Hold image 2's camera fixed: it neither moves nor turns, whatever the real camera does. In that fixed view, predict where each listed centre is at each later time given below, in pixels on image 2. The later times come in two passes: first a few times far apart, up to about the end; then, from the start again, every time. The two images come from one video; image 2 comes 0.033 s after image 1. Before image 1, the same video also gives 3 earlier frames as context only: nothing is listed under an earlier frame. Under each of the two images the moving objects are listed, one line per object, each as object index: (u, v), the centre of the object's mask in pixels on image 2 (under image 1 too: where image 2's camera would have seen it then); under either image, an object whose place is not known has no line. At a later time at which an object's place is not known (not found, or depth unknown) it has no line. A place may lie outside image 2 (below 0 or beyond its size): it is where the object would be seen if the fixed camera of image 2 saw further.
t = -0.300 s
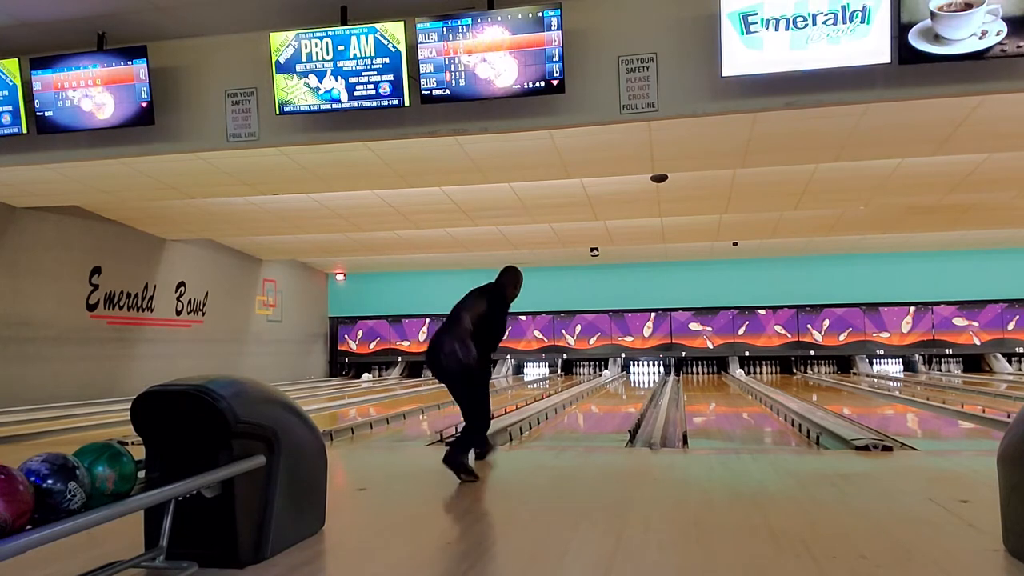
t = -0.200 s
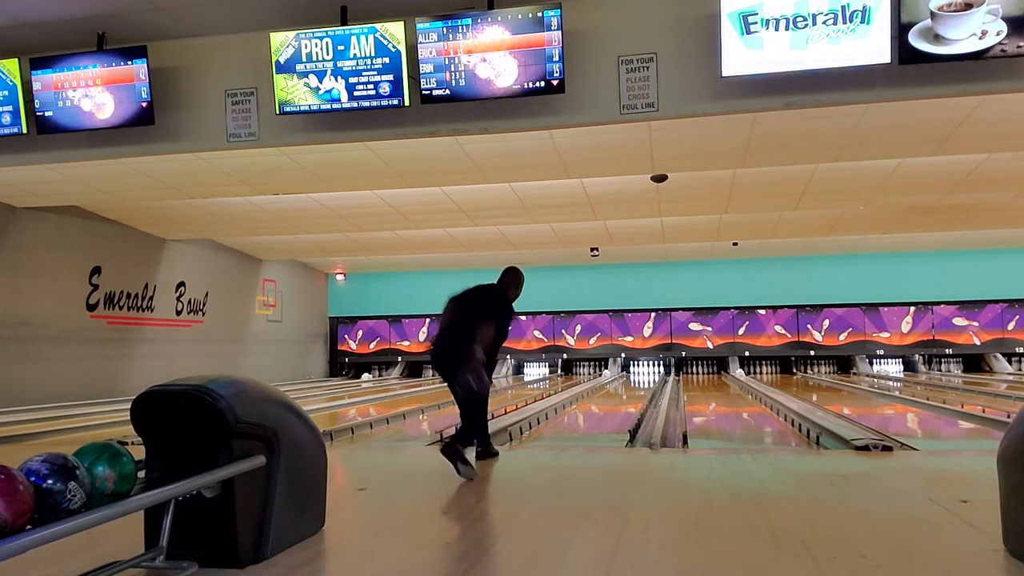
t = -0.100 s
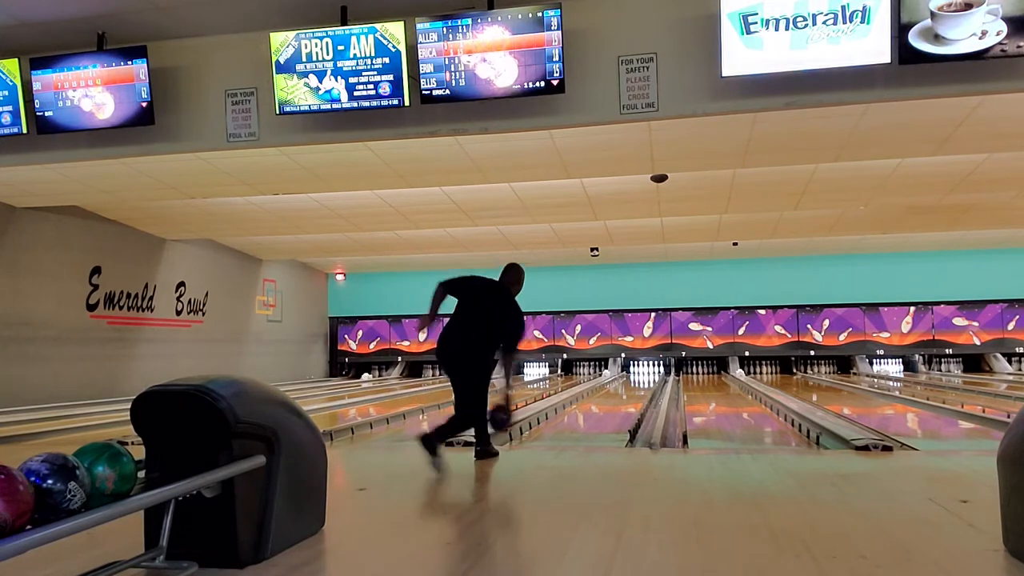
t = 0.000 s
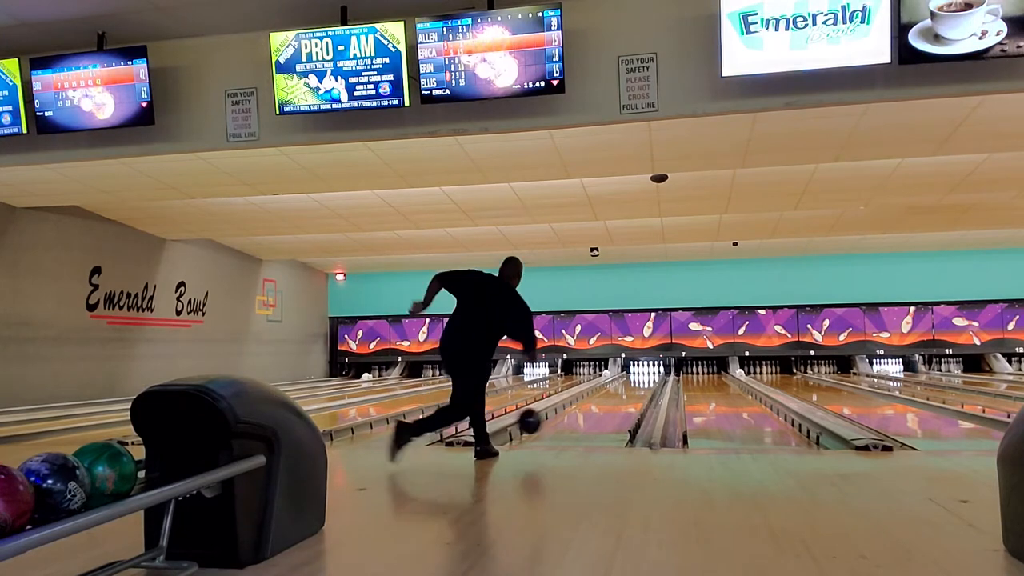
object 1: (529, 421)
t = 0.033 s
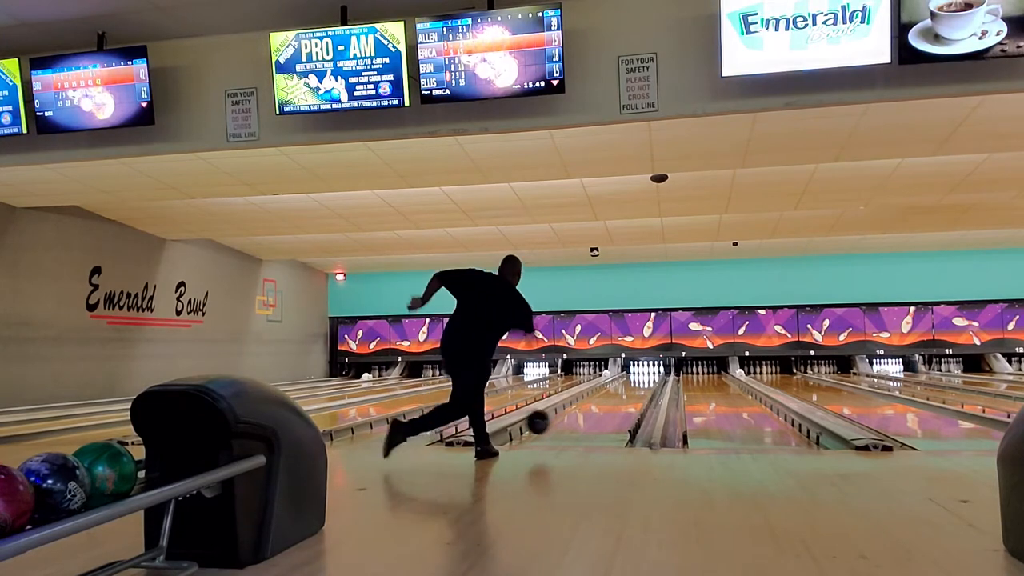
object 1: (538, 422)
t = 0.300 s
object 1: (587, 416)
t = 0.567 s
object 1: (617, 403)
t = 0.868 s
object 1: (639, 393)
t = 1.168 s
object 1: (642, 387)
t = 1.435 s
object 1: (635, 382)
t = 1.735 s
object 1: (630, 378)
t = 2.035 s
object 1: (626, 374)
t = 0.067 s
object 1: (545, 424)
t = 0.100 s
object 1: (553, 427)
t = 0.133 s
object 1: (559, 429)
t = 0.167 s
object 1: (565, 425)
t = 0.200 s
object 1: (571, 422)
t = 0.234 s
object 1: (577, 421)
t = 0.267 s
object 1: (582, 418)
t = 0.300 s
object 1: (587, 416)
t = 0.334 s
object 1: (591, 414)
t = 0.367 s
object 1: (596, 412)
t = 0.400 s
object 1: (600, 411)
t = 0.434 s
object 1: (604, 409)
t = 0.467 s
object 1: (607, 407)
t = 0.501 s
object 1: (610, 406)
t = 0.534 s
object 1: (614, 404)
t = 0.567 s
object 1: (617, 403)
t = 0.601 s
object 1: (620, 401)
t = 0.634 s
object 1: (623, 400)
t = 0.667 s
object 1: (625, 399)
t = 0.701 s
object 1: (628, 398)
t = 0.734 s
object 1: (631, 397)
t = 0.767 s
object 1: (633, 395)
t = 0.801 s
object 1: (635, 395)
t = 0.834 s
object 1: (637, 394)
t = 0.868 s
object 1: (639, 393)
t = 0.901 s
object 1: (642, 392)
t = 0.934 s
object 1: (643, 391)
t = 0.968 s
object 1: (645, 390)
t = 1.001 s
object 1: (646, 389)
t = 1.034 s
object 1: (645, 389)
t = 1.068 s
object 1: (644, 388)
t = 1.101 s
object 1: (644, 388)
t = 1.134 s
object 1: (643, 387)
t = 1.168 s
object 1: (642, 387)
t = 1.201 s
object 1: (641, 386)
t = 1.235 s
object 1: (640, 385)
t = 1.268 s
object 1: (639, 384)
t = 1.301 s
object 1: (638, 383)
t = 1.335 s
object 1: (638, 383)
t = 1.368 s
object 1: (637, 383)
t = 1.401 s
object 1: (636, 382)
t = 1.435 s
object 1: (635, 382)
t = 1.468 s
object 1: (634, 381)
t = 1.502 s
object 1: (635, 381)
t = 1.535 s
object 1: (633, 380)
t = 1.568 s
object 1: (634, 380)
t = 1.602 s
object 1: (632, 379)
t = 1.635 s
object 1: (631, 379)
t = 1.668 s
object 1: (630, 378)
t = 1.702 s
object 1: (630, 378)
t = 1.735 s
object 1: (630, 378)
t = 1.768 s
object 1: (630, 377)
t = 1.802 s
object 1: (628, 377)
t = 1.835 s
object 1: (627, 376)
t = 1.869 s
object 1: (627, 376)
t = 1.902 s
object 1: (627, 376)
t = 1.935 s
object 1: (627, 376)
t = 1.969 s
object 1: (626, 375)
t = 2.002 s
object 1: (626, 375)
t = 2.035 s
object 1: (626, 374)
